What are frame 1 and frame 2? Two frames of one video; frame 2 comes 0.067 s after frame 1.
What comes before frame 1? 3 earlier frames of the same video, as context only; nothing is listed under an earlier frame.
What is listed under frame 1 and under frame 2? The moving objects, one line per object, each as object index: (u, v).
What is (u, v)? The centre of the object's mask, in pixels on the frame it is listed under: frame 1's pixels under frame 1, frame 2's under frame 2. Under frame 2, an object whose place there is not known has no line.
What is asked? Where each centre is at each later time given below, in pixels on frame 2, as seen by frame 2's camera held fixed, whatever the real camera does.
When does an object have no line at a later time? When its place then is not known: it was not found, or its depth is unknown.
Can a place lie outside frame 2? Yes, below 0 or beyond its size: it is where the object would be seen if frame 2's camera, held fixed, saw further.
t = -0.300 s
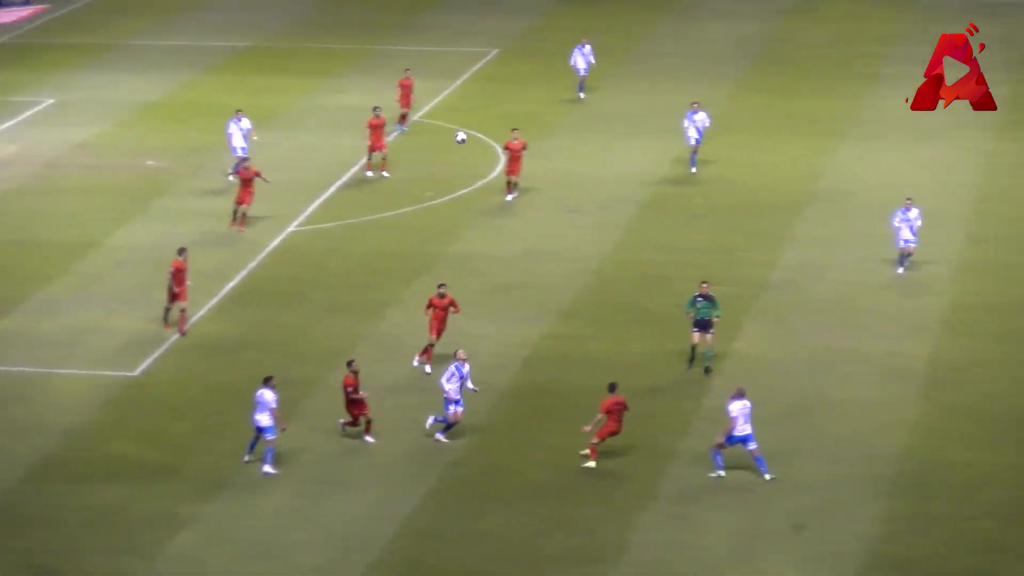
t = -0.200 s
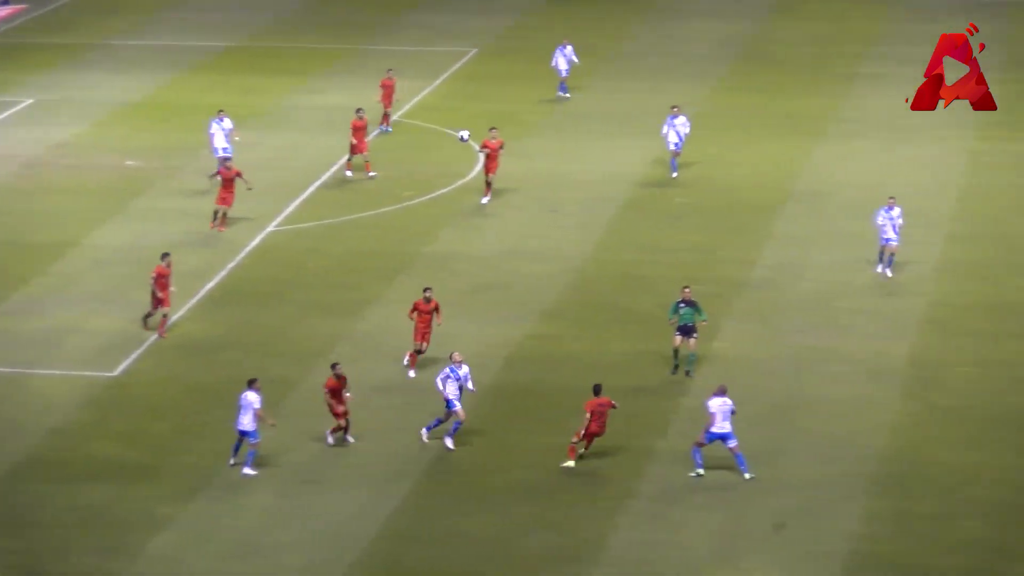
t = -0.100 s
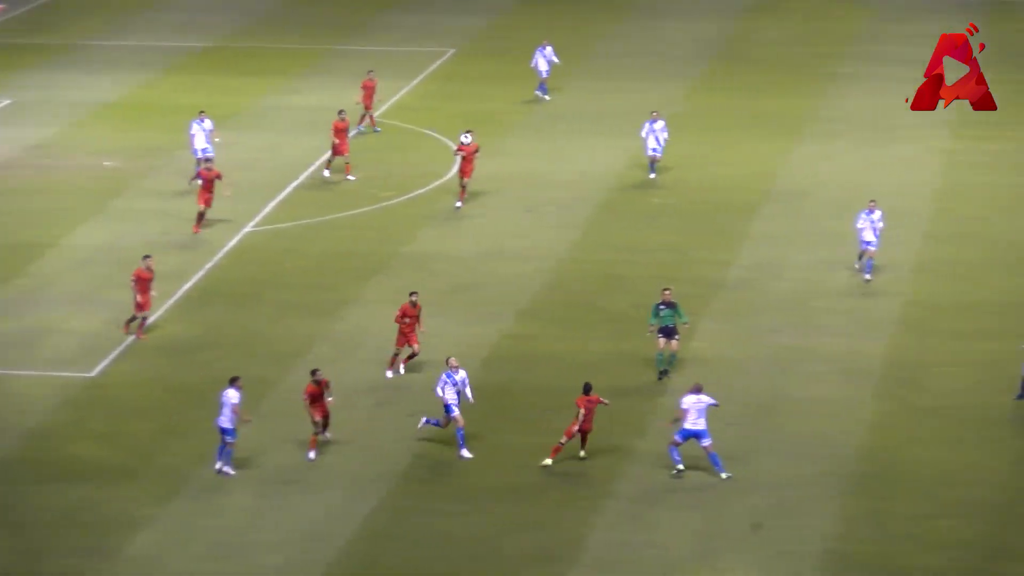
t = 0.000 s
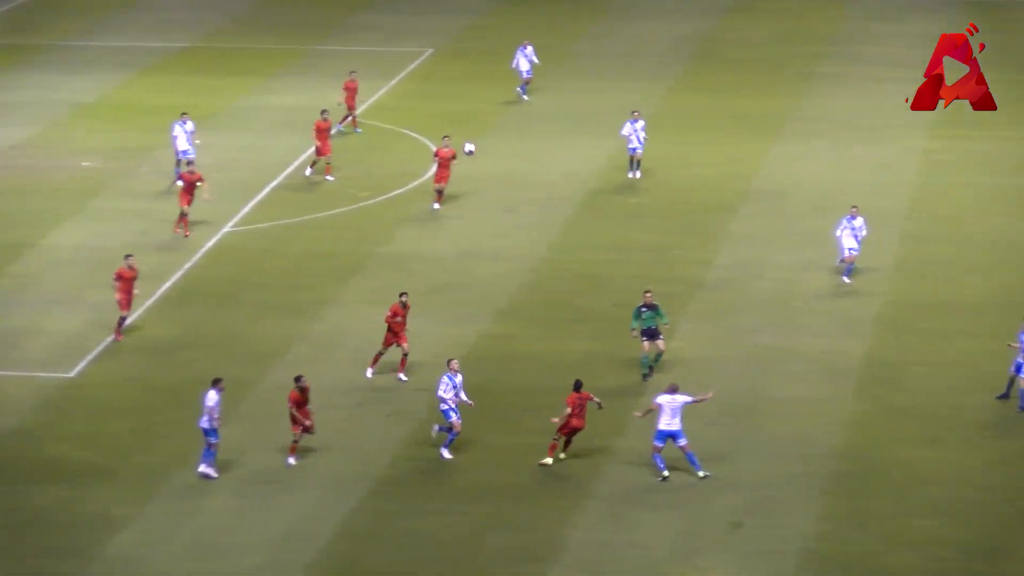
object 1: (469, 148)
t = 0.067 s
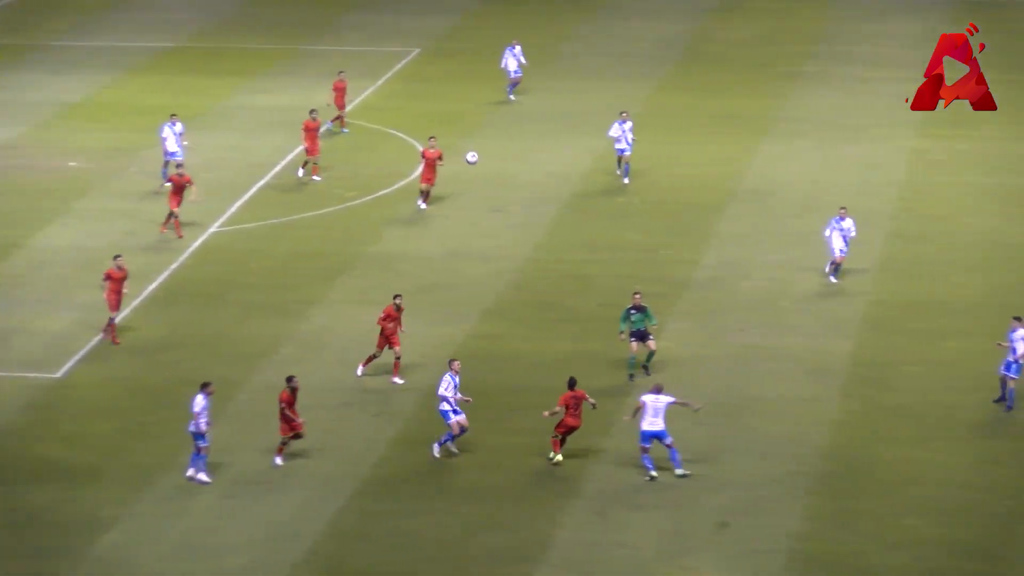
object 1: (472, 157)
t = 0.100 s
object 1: (478, 163)
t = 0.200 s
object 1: (500, 183)
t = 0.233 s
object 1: (507, 191)
